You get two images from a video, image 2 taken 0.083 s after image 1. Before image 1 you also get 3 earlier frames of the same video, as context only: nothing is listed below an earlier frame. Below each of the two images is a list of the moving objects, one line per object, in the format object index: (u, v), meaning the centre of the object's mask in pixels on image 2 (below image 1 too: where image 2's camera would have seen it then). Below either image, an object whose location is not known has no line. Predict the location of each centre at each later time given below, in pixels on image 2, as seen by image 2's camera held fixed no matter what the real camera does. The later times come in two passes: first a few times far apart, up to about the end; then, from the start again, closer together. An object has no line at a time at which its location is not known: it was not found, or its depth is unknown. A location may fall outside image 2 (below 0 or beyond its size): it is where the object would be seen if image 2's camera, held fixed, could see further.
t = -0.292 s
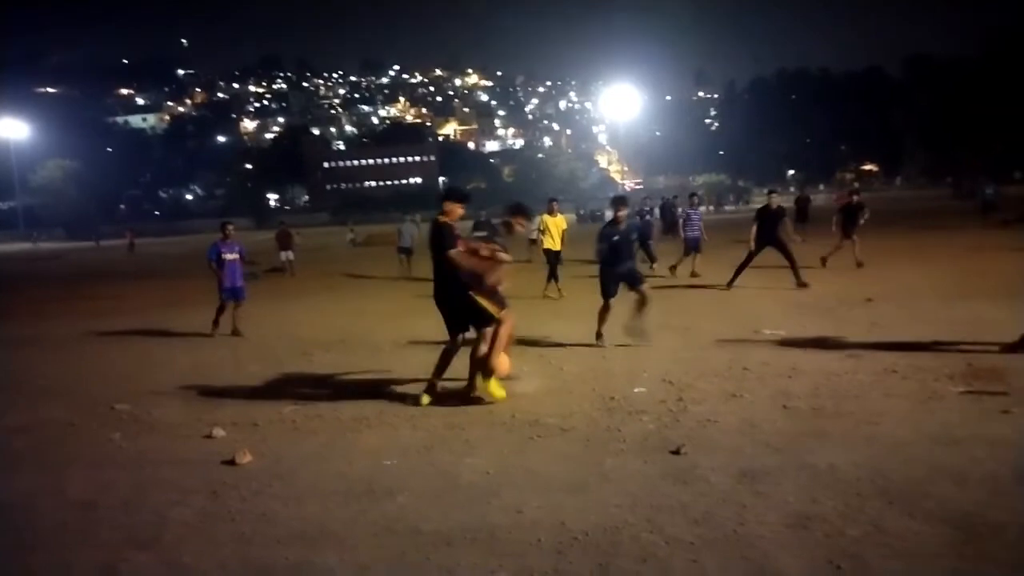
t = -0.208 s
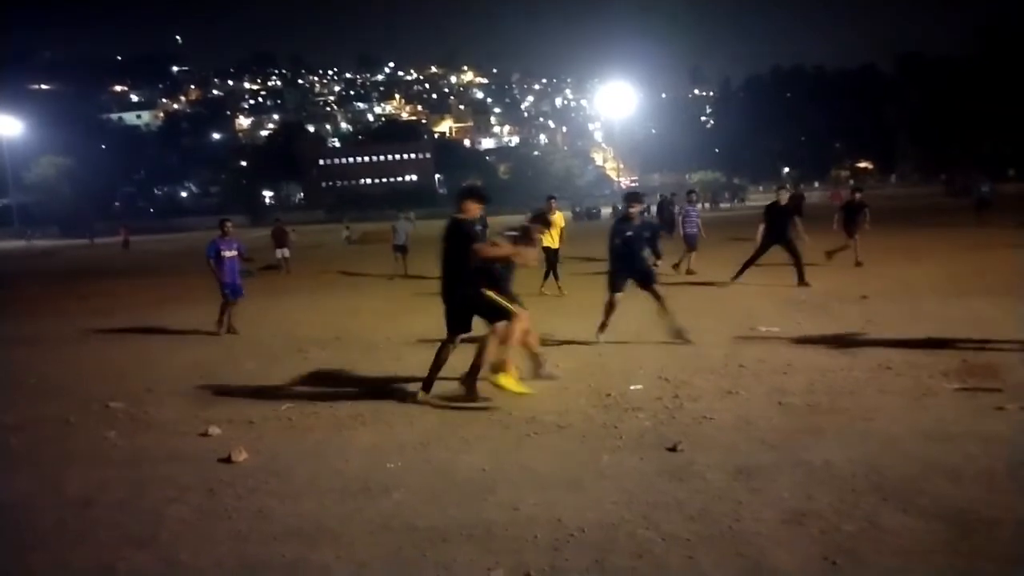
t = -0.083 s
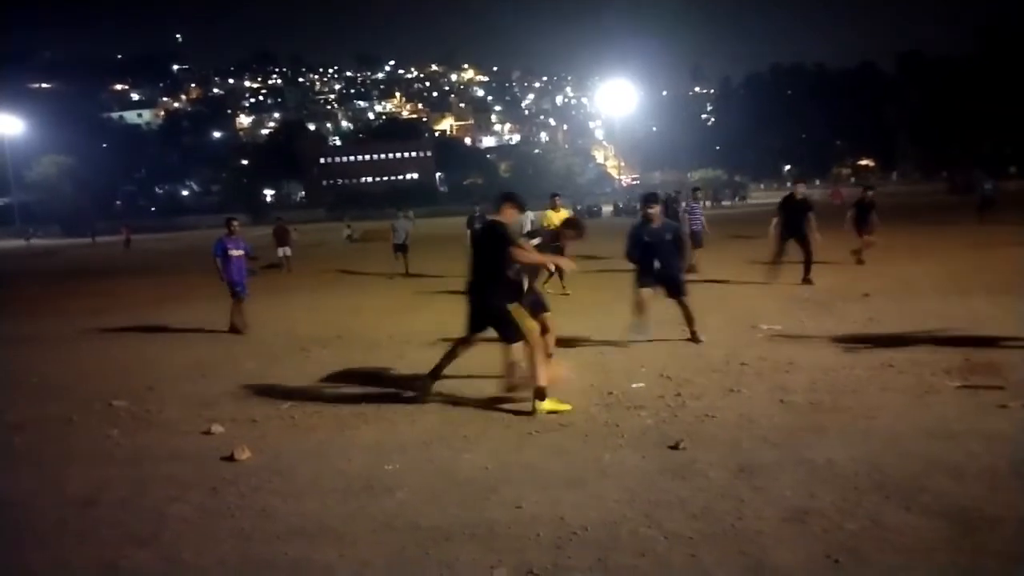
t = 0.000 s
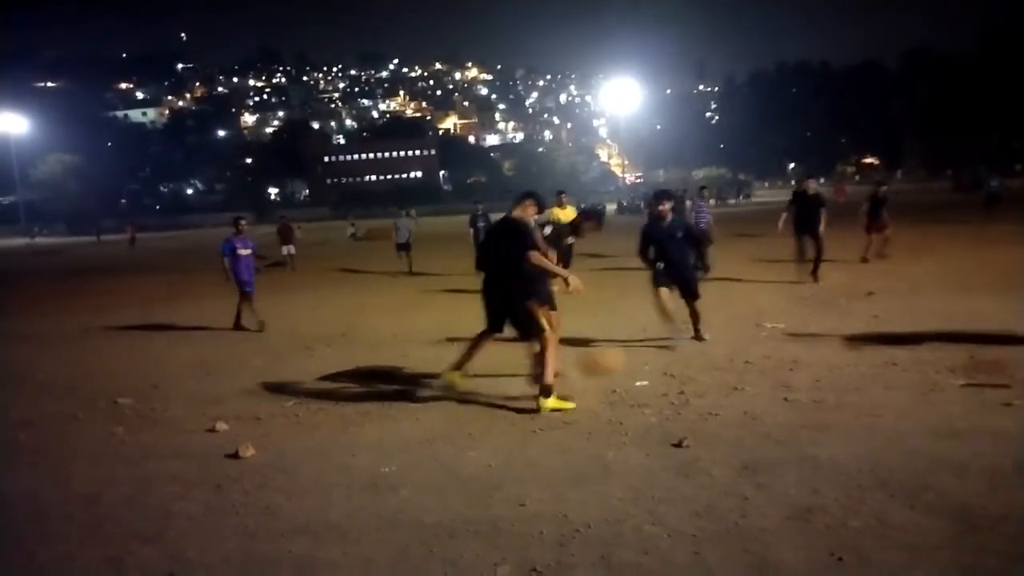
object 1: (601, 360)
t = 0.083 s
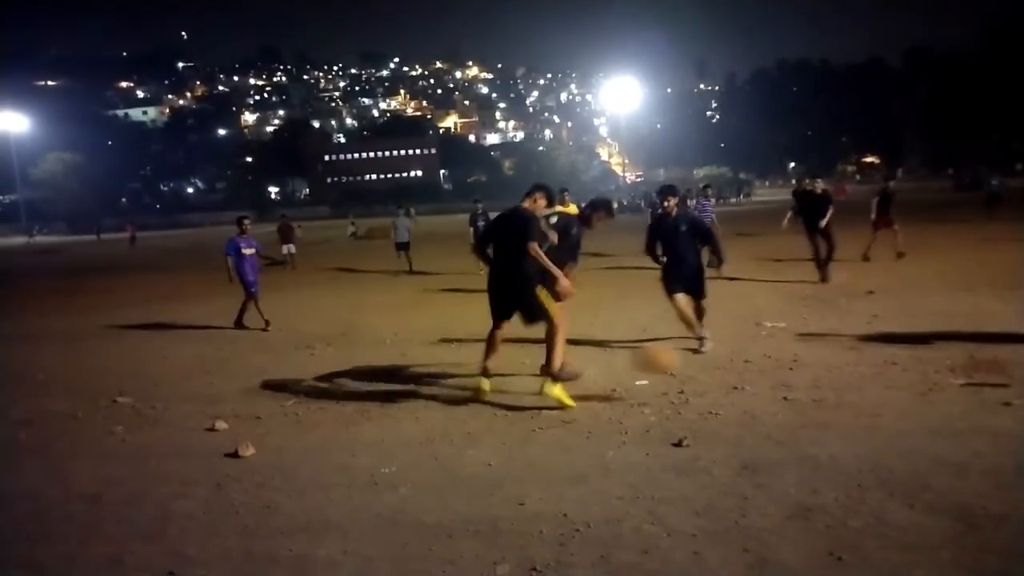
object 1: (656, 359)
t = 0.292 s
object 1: (835, 378)
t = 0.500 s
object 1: (964, 360)
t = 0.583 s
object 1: (1003, 367)
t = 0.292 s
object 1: (835, 378)
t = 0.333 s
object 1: (860, 369)
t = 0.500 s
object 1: (964, 360)
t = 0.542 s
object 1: (987, 364)
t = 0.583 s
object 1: (1003, 367)
